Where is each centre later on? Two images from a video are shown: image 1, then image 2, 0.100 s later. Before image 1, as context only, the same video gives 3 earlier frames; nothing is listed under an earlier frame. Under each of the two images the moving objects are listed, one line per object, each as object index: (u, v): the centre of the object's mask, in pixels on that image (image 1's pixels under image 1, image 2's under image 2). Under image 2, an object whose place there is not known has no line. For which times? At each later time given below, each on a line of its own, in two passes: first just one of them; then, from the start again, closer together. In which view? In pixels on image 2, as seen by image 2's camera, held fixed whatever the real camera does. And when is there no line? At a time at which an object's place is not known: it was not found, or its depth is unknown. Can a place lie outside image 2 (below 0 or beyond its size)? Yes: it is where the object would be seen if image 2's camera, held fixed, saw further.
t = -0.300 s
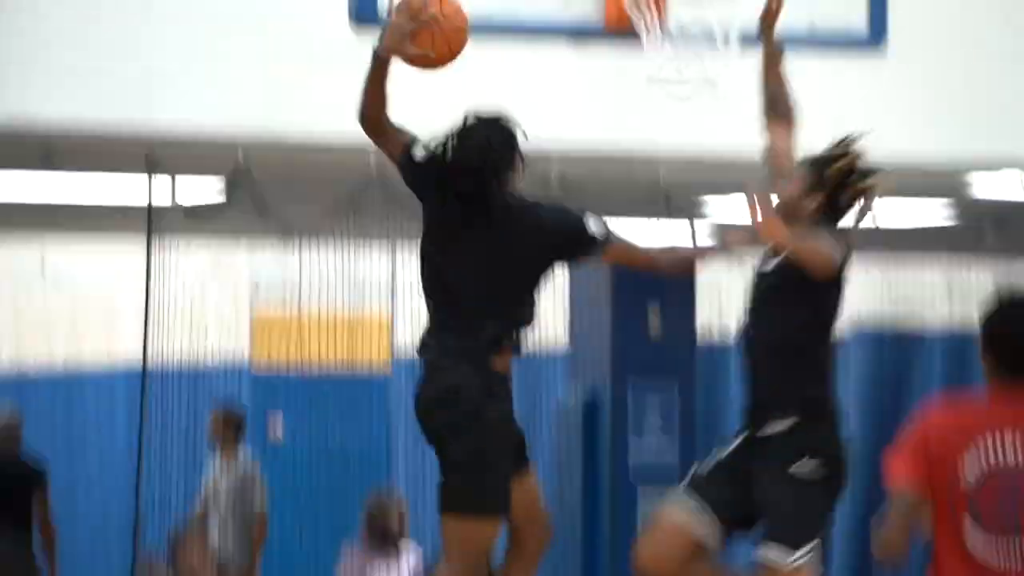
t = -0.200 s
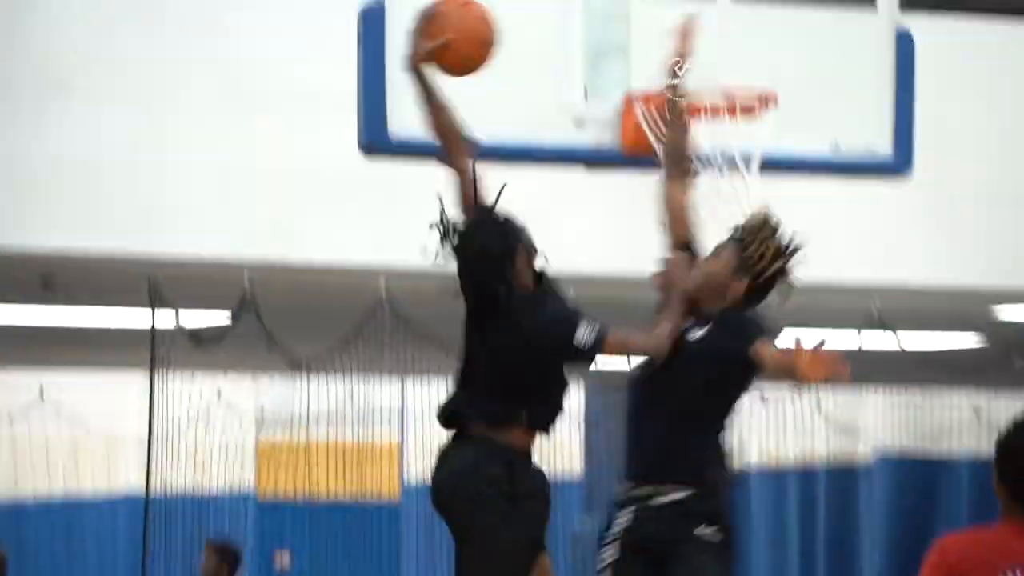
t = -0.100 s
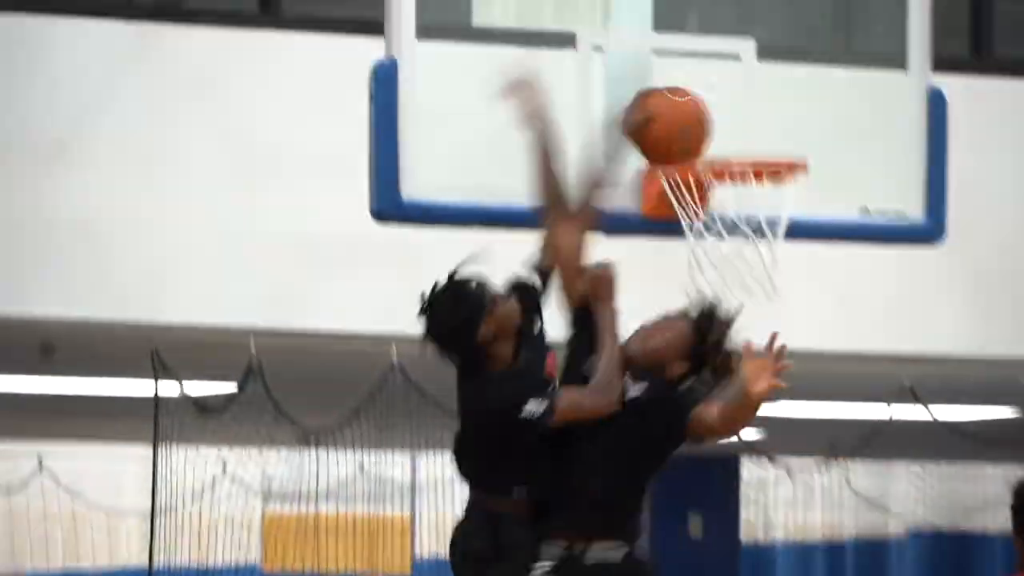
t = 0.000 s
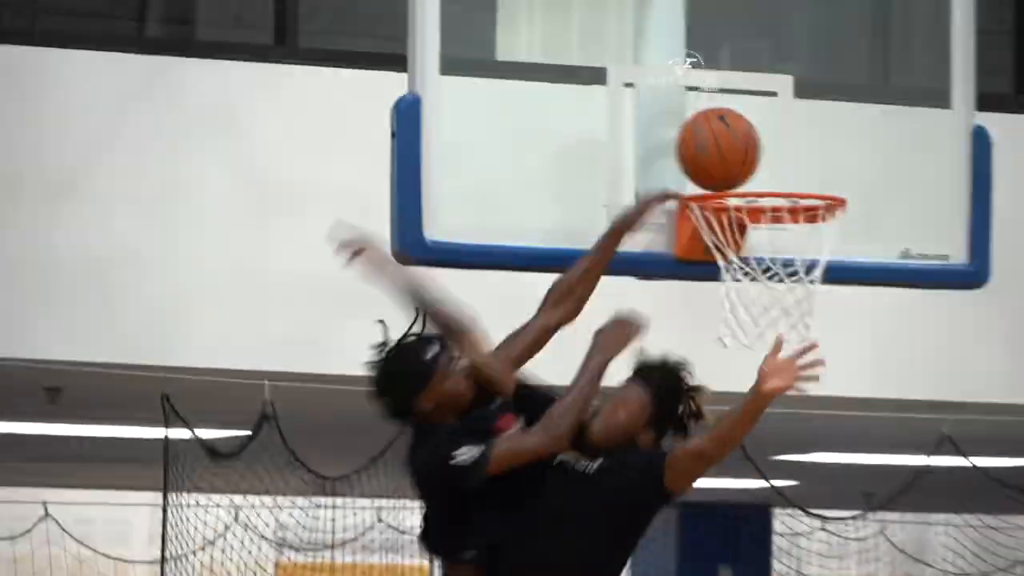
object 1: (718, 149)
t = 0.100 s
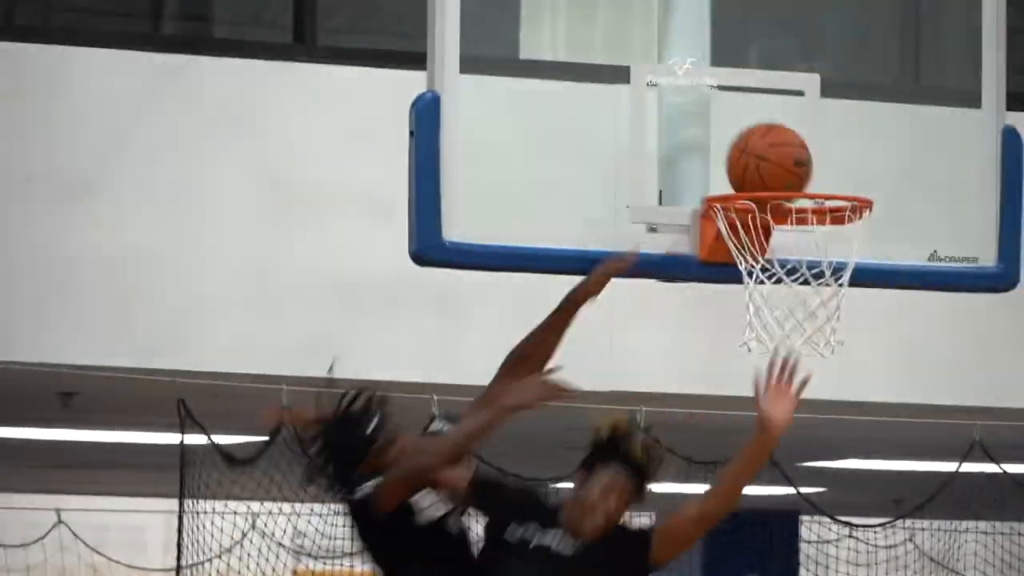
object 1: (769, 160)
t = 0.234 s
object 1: (798, 238)
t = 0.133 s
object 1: (779, 176)
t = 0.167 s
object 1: (788, 192)
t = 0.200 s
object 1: (793, 216)
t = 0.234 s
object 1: (798, 238)
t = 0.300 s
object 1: (811, 288)
